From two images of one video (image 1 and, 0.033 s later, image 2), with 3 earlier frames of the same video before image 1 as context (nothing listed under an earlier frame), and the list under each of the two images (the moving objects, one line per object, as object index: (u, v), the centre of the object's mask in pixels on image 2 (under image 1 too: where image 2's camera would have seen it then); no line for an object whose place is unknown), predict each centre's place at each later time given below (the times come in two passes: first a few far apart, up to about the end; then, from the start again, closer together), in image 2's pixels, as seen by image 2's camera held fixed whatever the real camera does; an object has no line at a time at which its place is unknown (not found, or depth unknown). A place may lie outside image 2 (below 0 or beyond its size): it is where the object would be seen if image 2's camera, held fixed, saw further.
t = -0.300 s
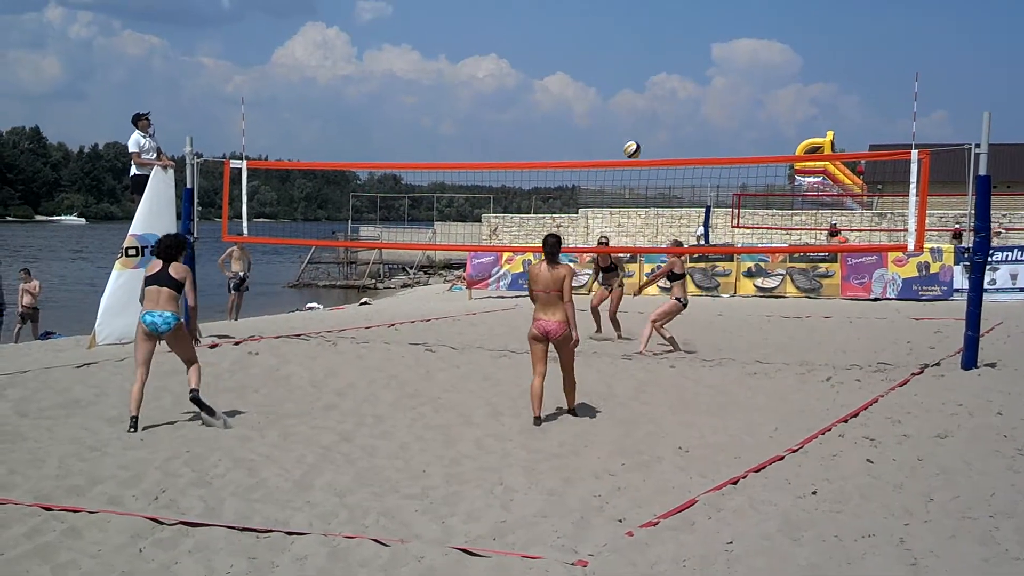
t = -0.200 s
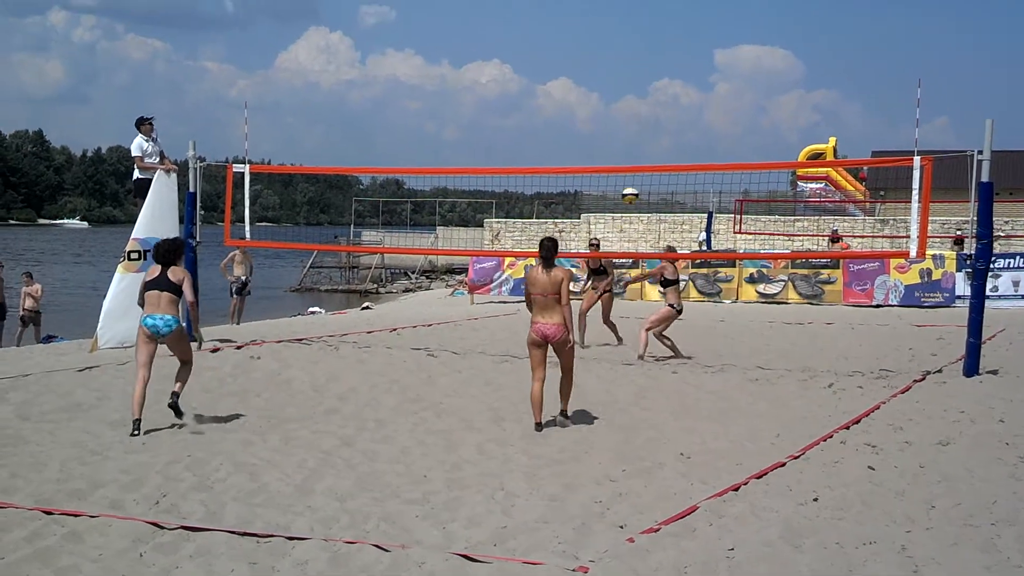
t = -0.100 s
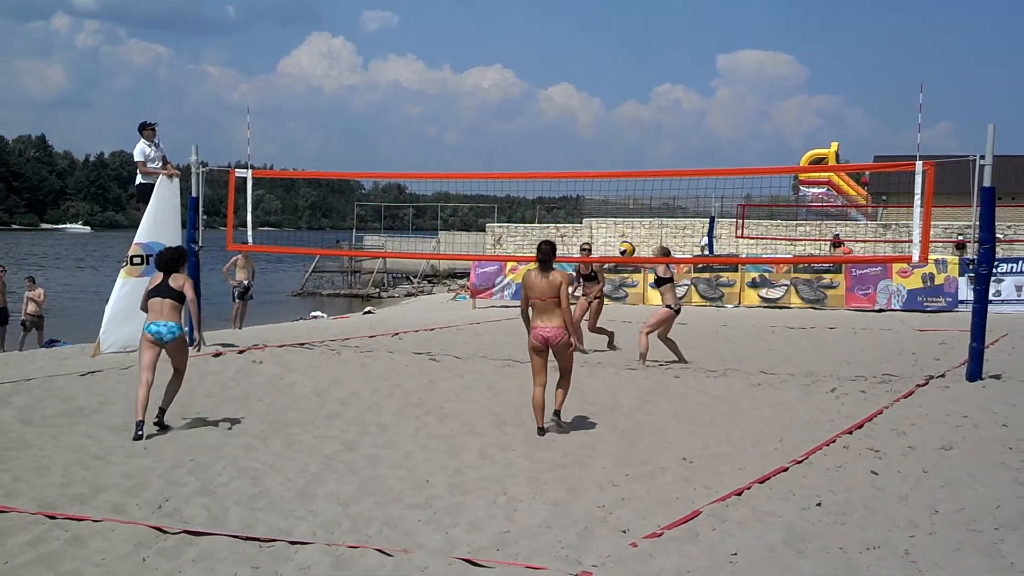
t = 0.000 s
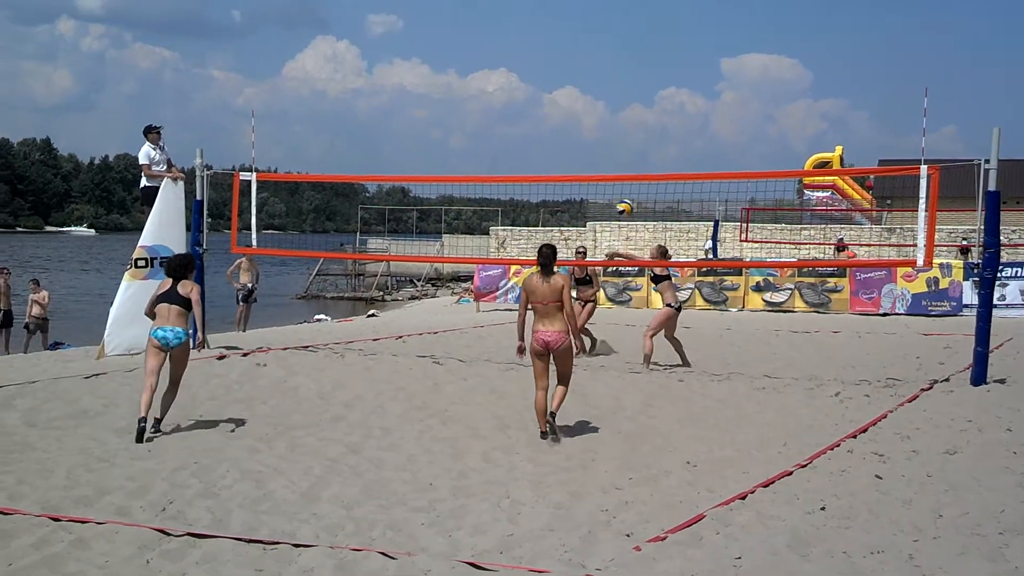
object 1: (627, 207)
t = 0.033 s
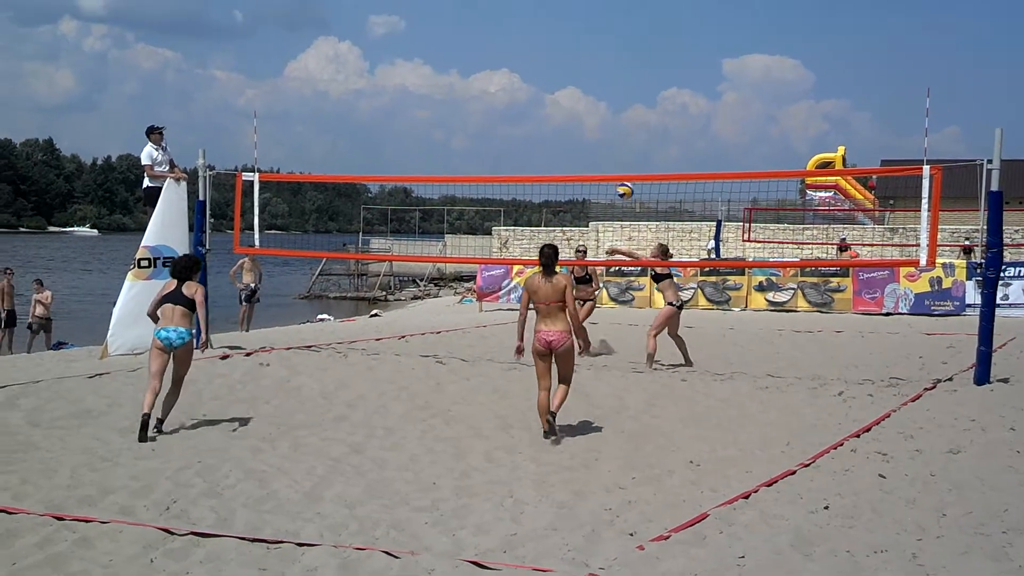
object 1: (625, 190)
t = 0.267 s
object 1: (612, 91)
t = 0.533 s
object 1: (596, 28)
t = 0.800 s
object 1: (580, 23)
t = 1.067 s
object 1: (563, 77)
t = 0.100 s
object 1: (621, 158)
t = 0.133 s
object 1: (619, 142)
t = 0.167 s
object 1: (617, 128)
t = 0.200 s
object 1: (615, 115)
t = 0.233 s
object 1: (614, 102)
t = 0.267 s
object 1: (612, 91)
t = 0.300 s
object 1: (609, 80)
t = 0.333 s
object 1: (608, 70)
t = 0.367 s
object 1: (606, 61)
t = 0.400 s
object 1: (603, 52)
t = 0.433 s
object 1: (602, 45)
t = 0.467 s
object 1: (601, 39)
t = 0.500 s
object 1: (598, 33)
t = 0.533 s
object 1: (596, 28)
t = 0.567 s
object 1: (594, 24)
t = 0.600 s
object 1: (592, 21)
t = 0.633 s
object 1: (591, 19)
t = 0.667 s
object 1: (589, 18)
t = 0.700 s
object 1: (587, 18)
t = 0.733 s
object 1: (585, 19)
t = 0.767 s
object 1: (583, 21)
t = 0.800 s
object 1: (580, 23)
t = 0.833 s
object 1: (579, 27)
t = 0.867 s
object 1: (577, 32)
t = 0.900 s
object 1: (574, 36)
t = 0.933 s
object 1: (571, 43)
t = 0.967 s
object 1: (569, 50)
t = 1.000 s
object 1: (567, 58)
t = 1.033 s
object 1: (565, 68)
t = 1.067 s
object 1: (563, 77)
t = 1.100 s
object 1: (559, 87)
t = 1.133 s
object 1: (557, 99)
